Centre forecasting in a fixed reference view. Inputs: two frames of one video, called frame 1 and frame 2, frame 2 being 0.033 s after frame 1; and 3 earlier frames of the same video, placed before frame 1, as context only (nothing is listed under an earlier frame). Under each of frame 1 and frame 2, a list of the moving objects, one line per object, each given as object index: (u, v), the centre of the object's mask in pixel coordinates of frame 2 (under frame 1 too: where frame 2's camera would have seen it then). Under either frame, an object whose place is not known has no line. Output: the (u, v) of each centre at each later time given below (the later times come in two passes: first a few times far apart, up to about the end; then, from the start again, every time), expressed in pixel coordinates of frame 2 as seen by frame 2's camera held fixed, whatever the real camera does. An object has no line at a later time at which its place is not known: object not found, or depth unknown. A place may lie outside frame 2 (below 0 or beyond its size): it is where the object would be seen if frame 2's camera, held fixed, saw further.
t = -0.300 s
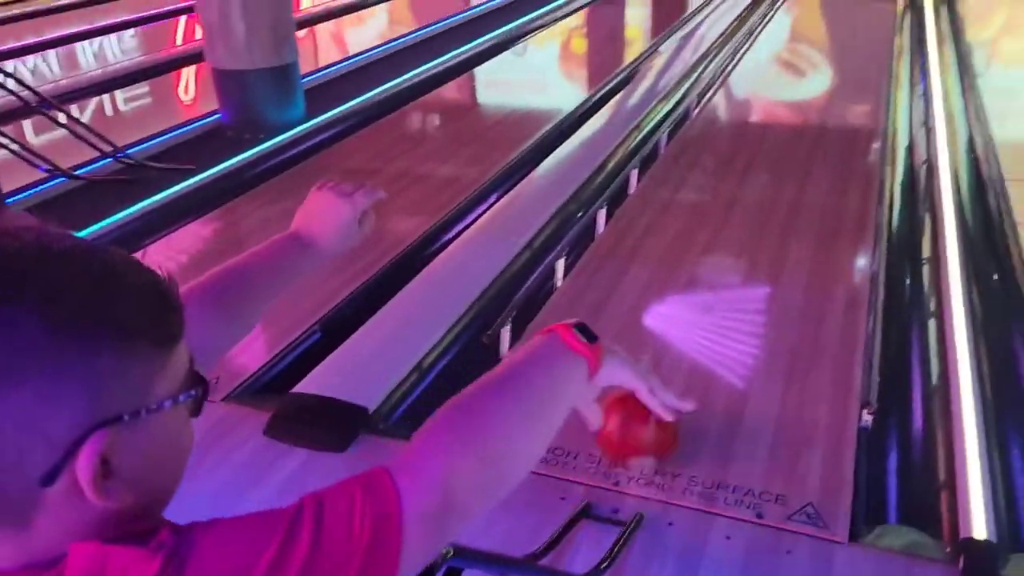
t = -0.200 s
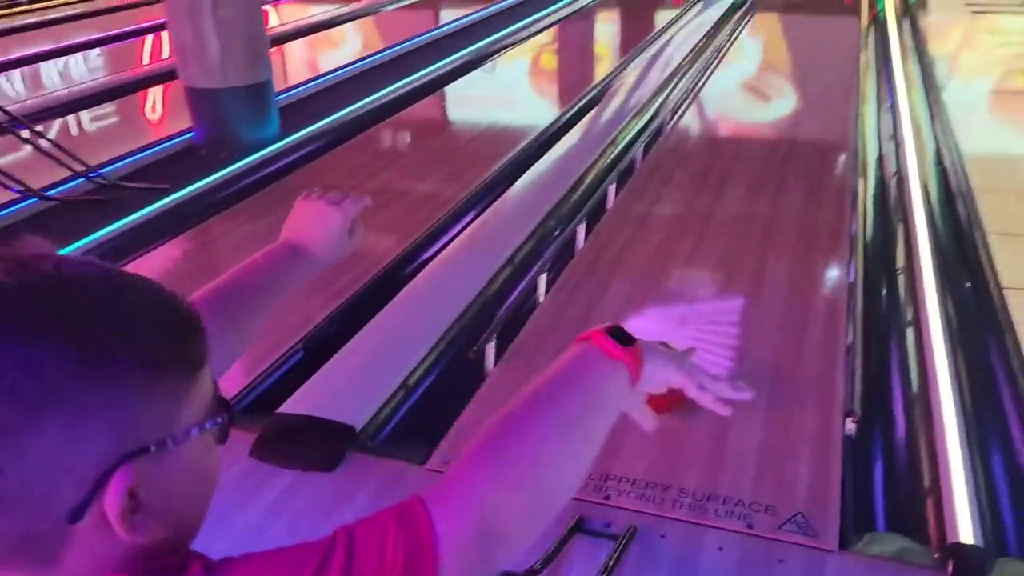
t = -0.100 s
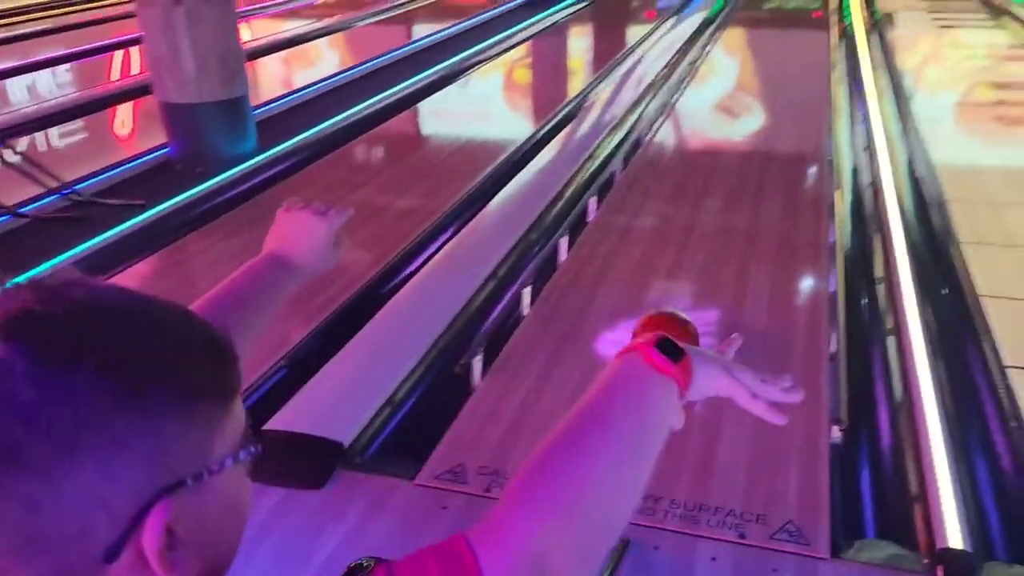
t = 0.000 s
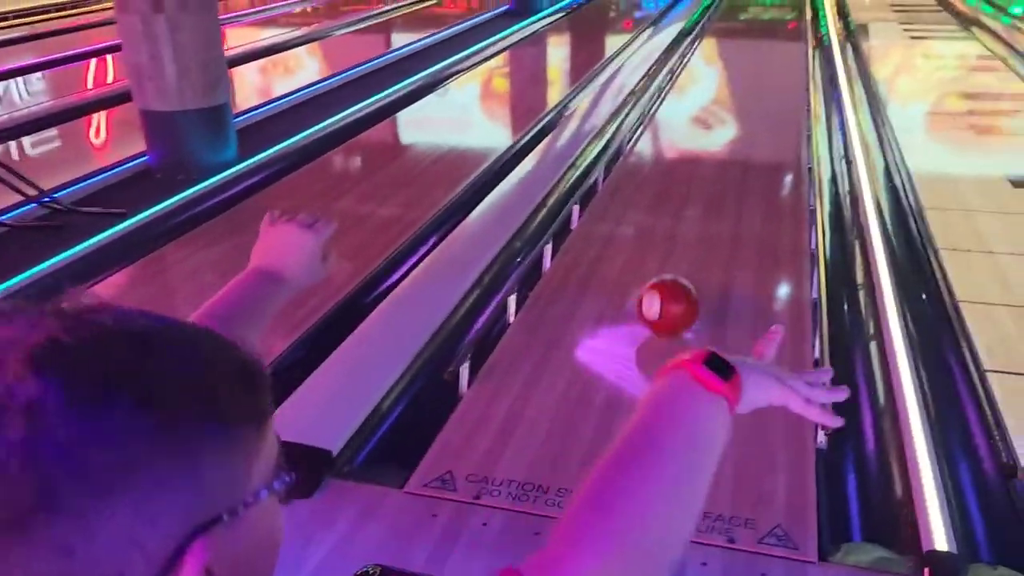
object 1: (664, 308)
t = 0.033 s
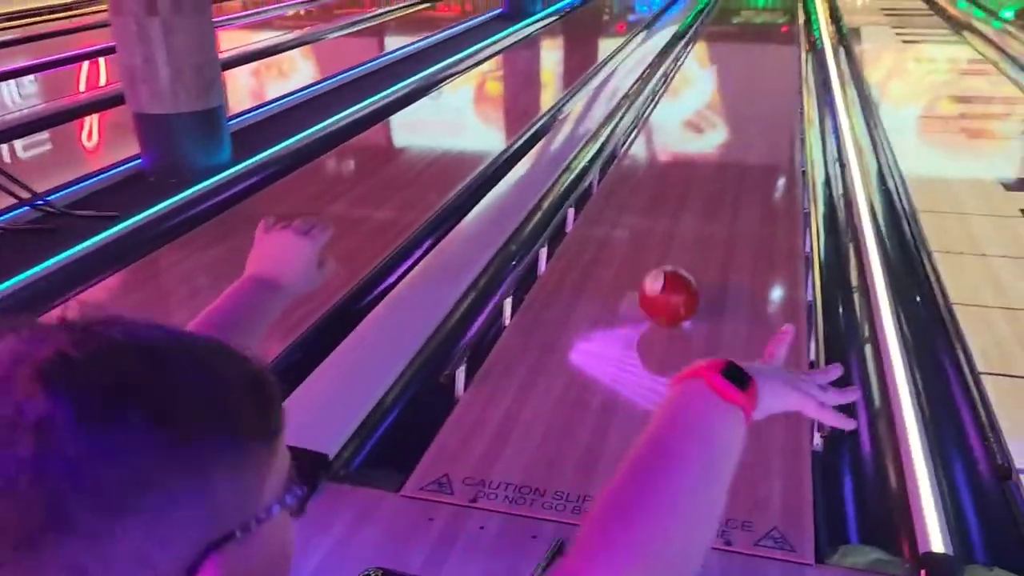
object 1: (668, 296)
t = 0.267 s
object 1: (696, 228)
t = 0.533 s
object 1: (718, 175)
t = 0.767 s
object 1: (732, 141)
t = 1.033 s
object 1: (745, 111)
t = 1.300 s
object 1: (756, 89)
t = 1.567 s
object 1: (765, 71)
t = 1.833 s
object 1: (772, 56)
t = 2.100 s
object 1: (778, 43)
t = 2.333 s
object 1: (783, 34)
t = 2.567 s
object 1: (787, 25)
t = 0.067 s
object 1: (673, 285)
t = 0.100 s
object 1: (677, 274)
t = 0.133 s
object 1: (681, 264)
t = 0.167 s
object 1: (685, 254)
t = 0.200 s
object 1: (689, 244)
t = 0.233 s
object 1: (693, 236)
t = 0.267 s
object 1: (696, 228)
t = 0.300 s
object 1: (699, 220)
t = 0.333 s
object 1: (703, 213)
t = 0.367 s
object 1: (705, 205)
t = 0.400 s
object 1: (708, 199)
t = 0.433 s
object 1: (710, 192)
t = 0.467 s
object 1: (713, 186)
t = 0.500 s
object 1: (716, 180)
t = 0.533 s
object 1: (718, 175)
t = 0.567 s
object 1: (720, 169)
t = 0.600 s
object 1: (722, 165)
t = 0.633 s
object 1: (725, 160)
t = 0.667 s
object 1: (727, 154)
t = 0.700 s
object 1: (729, 150)
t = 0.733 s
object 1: (731, 147)
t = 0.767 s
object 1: (732, 141)
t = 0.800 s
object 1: (734, 137)
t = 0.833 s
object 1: (736, 133)
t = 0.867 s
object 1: (738, 129)
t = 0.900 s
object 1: (739, 125)
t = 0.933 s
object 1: (741, 121)
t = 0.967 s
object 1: (742, 118)
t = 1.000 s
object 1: (744, 114)
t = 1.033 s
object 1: (745, 111)
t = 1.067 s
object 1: (746, 108)
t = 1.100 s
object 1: (748, 105)
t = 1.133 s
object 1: (749, 102)
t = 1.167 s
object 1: (750, 99)
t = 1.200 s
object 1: (752, 96)
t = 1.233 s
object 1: (753, 94)
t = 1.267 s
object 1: (755, 91)
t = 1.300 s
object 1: (756, 89)
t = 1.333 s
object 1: (757, 86)
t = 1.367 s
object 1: (758, 84)
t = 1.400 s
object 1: (759, 81)
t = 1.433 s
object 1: (760, 79)
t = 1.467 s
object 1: (761, 77)
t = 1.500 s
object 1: (762, 75)
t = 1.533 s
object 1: (764, 73)
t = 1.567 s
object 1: (765, 71)
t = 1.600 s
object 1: (766, 69)
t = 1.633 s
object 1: (766, 67)
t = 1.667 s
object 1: (767, 65)
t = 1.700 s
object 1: (769, 63)
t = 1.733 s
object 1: (769, 61)
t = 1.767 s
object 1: (770, 60)
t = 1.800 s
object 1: (771, 58)
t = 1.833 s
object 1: (772, 56)
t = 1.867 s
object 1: (773, 54)
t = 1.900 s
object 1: (774, 53)
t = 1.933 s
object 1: (774, 51)
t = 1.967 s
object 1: (775, 49)
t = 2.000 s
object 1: (776, 48)
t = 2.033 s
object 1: (777, 46)
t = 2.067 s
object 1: (777, 45)
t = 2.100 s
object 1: (778, 43)
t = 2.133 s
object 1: (779, 41)
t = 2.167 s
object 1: (780, 40)
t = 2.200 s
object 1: (781, 39)
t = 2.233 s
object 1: (781, 37)
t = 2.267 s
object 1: (782, 36)
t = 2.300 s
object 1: (783, 35)
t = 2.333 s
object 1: (783, 34)
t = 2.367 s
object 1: (784, 32)
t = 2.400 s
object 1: (785, 31)
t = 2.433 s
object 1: (786, 30)
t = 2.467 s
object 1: (786, 29)
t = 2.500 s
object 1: (786, 28)
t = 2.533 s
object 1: (787, 26)
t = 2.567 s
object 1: (787, 25)
